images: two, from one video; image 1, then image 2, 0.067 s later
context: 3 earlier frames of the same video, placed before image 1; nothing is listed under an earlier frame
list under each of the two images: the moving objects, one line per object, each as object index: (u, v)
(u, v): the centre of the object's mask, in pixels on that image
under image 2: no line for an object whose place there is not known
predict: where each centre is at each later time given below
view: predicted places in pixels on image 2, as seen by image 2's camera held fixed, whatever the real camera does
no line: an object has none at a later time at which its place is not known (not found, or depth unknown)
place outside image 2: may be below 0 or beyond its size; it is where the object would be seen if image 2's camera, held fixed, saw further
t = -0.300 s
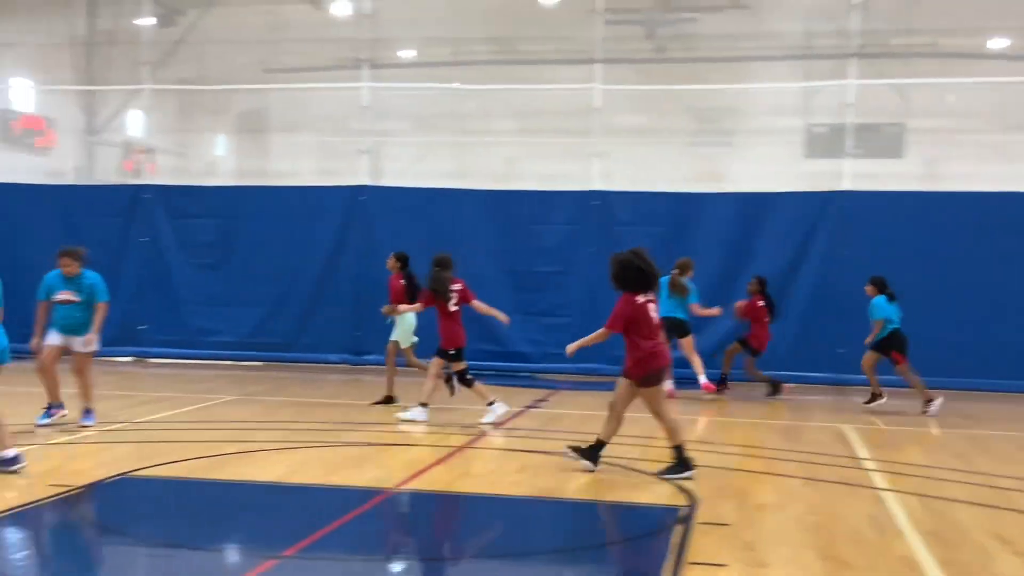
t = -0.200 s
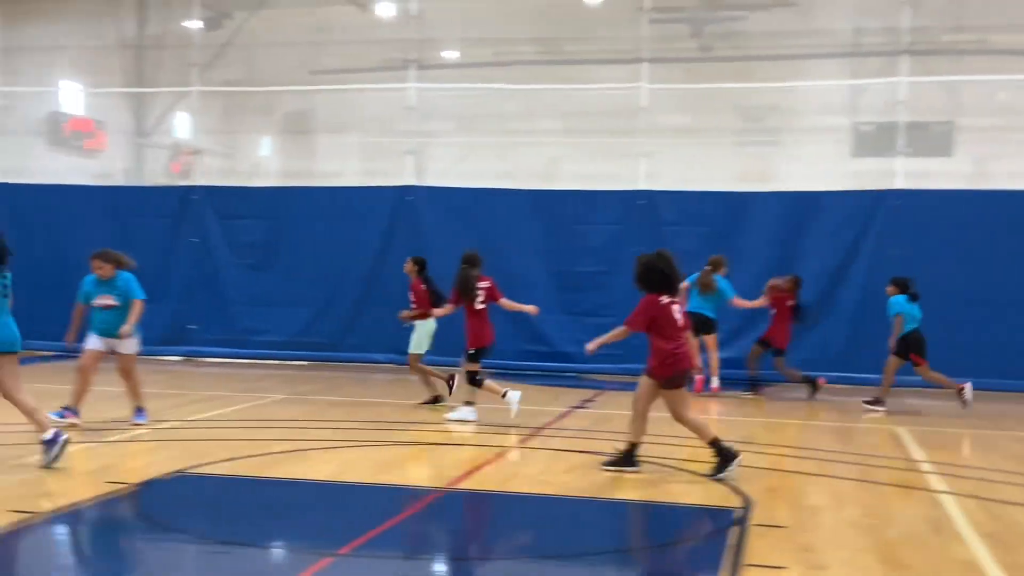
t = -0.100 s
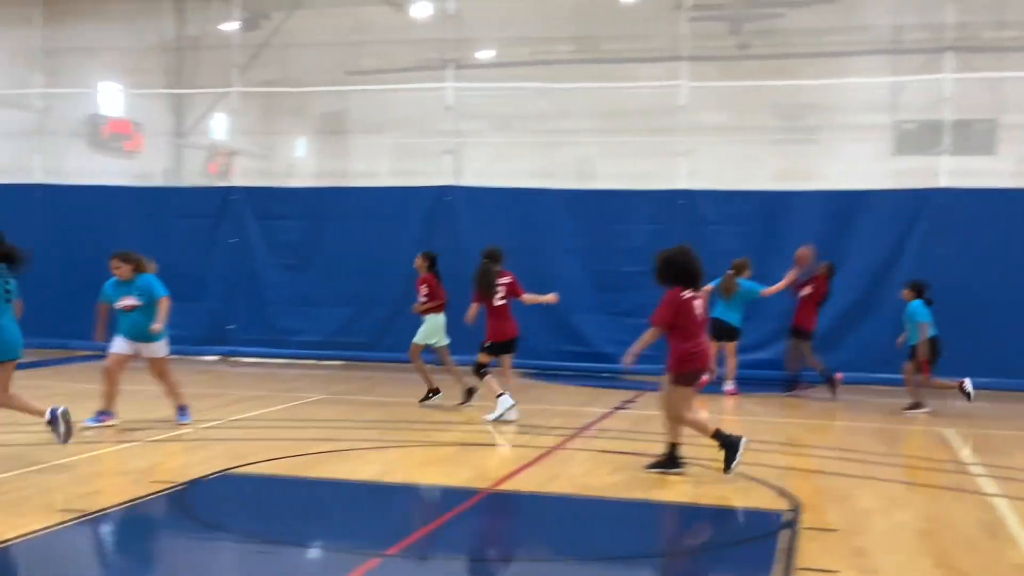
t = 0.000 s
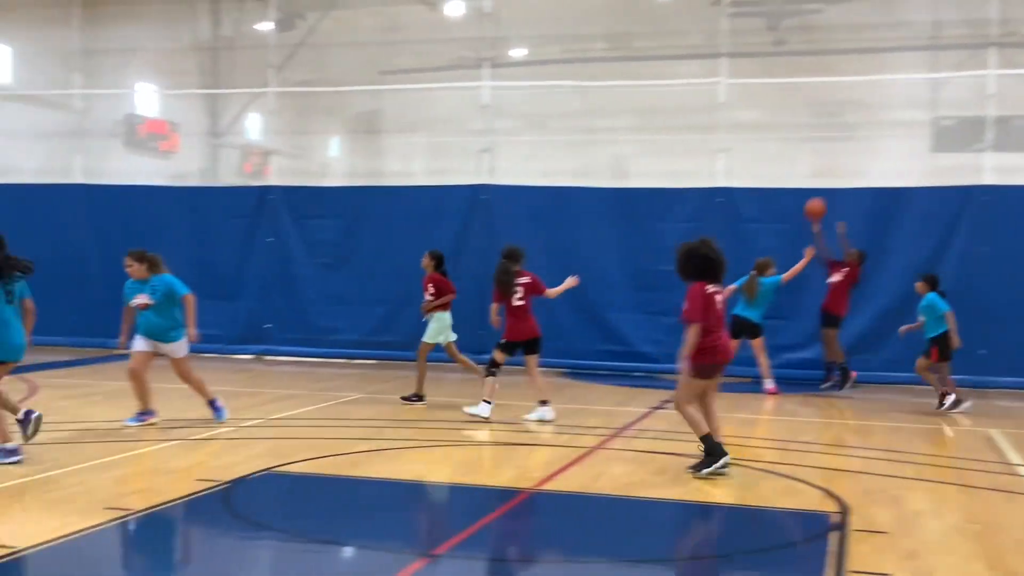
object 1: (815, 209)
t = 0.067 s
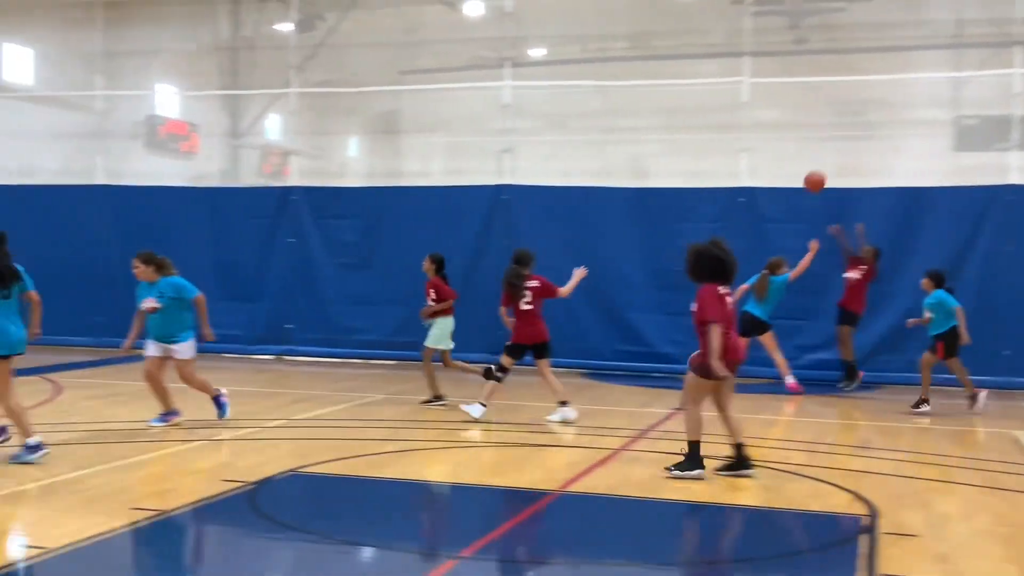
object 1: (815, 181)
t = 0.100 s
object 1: (802, 169)
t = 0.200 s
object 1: (764, 137)
